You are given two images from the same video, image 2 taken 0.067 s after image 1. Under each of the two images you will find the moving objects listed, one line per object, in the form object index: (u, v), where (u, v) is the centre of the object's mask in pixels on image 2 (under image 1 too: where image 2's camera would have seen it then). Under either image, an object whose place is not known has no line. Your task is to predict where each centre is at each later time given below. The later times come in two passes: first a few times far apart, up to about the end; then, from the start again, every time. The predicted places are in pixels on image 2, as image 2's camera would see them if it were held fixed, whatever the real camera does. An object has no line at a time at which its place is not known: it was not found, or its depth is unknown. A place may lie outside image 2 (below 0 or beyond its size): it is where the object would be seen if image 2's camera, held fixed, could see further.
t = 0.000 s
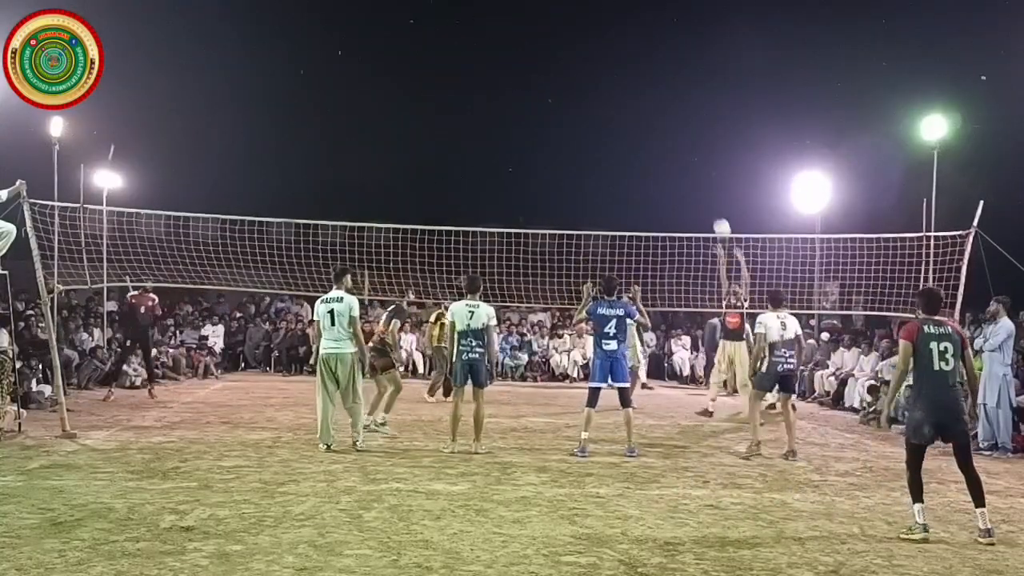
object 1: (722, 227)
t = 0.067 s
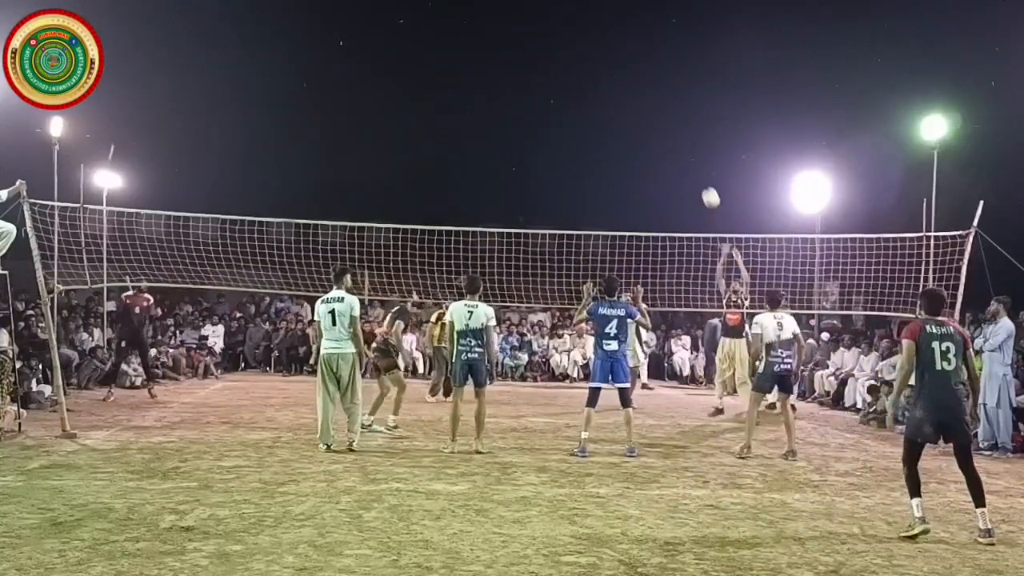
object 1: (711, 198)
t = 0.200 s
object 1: (688, 147)
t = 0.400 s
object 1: (653, 93)
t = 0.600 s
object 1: (617, 68)
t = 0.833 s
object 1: (574, 77)
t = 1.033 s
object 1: (536, 117)
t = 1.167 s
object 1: (510, 162)
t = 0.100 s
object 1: (705, 184)
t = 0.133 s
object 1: (700, 171)
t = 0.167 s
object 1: (694, 158)
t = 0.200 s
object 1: (688, 147)
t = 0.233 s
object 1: (682, 137)
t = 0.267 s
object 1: (676, 126)
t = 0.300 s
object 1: (670, 117)
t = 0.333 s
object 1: (665, 109)
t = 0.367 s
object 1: (659, 101)
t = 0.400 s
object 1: (653, 93)
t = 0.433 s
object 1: (647, 87)
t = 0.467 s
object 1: (641, 82)
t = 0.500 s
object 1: (635, 77)
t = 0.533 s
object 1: (629, 73)
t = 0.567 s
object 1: (623, 71)
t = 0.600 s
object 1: (617, 68)
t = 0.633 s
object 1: (611, 67)
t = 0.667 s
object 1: (605, 67)
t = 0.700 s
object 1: (599, 67)
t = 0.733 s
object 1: (592, 68)
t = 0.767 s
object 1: (586, 70)
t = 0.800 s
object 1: (580, 73)
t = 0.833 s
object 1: (574, 77)
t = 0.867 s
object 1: (567, 81)
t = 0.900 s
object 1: (561, 87)
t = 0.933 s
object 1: (555, 93)
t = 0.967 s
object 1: (548, 100)
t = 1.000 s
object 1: (542, 108)
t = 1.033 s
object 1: (536, 117)
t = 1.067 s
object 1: (529, 127)
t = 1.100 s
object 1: (523, 138)
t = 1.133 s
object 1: (516, 150)
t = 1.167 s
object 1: (510, 162)
